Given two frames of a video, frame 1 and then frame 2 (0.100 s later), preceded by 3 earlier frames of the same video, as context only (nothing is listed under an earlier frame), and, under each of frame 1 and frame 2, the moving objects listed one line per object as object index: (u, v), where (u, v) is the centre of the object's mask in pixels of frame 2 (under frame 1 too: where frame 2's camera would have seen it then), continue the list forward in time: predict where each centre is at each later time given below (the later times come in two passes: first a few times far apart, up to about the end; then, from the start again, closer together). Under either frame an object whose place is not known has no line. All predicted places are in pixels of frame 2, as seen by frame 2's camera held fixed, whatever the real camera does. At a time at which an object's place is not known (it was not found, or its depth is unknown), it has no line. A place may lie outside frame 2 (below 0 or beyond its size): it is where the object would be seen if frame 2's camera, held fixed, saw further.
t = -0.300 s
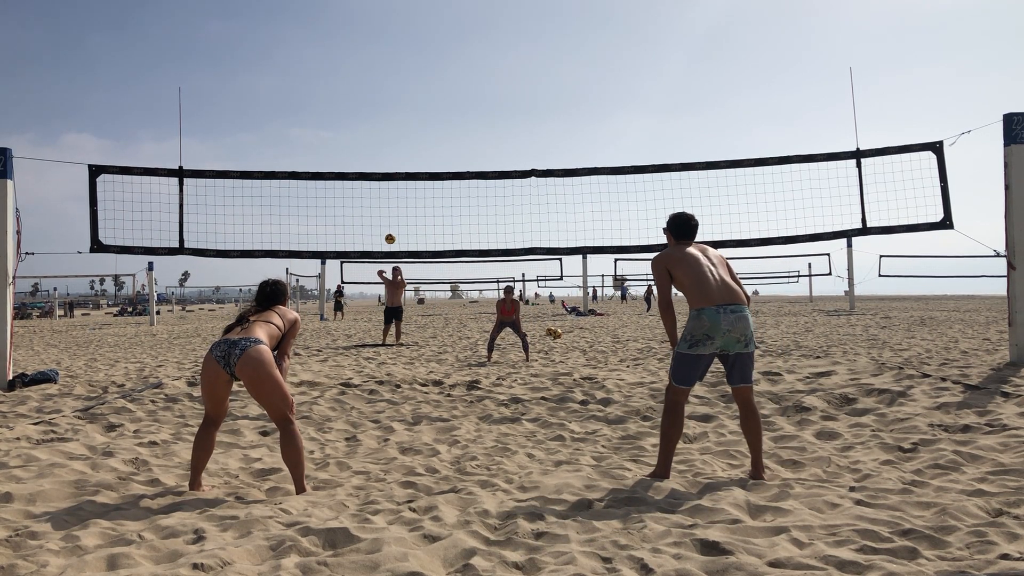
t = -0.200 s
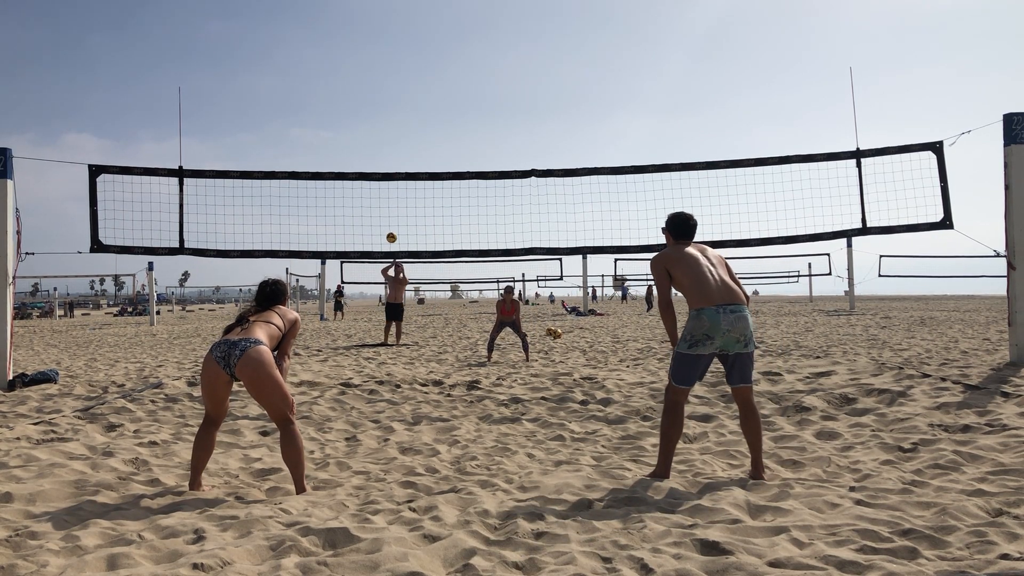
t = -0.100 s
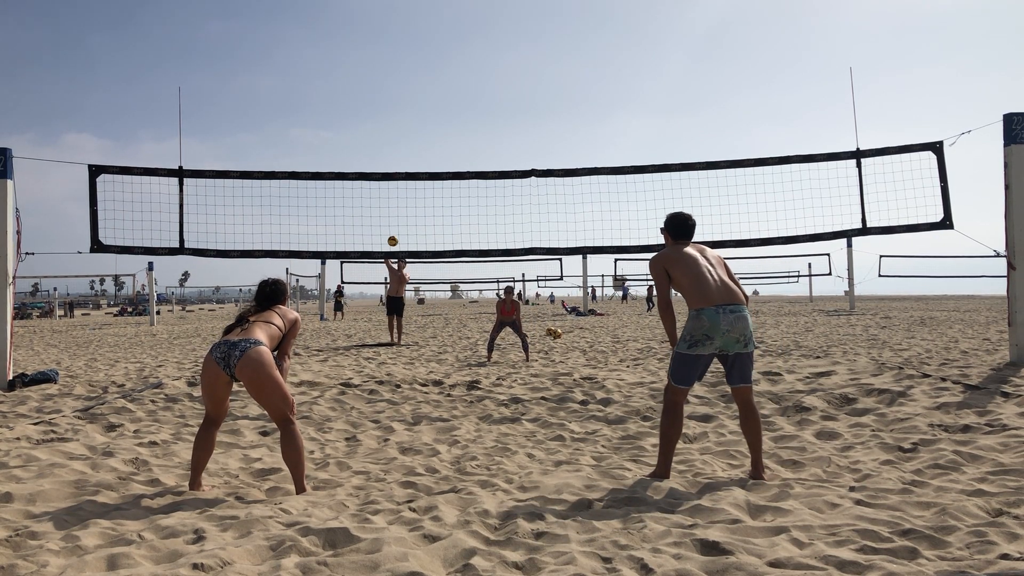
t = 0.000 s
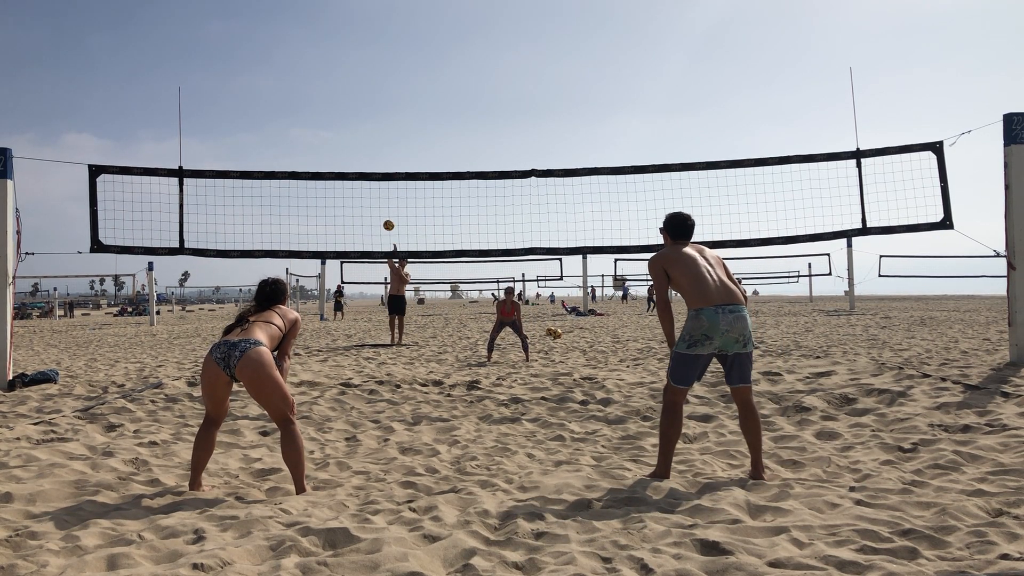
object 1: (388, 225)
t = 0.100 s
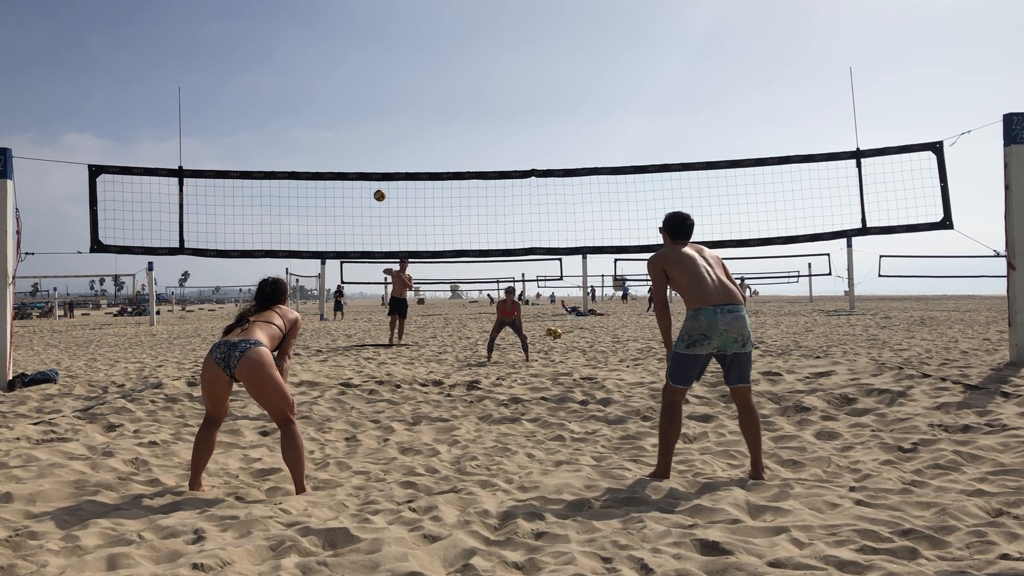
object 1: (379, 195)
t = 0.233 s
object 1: (364, 159)
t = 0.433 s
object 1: (331, 116)
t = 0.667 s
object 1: (278, 97)
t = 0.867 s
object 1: (209, 119)
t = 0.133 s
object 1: (376, 186)
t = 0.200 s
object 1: (368, 167)
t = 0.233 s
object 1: (364, 159)
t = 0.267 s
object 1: (359, 150)
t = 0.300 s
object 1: (354, 142)
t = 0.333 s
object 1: (349, 135)
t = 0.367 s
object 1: (343, 128)
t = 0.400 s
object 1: (337, 121)
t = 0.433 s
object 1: (331, 116)
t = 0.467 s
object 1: (324, 111)
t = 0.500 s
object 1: (318, 107)
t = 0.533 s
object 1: (310, 103)
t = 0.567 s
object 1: (303, 101)
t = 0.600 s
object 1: (295, 98)
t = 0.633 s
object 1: (287, 97)
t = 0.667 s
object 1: (278, 97)
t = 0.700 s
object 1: (269, 97)
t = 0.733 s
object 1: (259, 98)
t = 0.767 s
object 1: (248, 101)
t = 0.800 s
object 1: (236, 105)
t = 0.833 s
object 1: (223, 111)
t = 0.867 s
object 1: (209, 119)
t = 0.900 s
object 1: (194, 129)
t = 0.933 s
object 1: (177, 142)
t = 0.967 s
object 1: (158, 157)
